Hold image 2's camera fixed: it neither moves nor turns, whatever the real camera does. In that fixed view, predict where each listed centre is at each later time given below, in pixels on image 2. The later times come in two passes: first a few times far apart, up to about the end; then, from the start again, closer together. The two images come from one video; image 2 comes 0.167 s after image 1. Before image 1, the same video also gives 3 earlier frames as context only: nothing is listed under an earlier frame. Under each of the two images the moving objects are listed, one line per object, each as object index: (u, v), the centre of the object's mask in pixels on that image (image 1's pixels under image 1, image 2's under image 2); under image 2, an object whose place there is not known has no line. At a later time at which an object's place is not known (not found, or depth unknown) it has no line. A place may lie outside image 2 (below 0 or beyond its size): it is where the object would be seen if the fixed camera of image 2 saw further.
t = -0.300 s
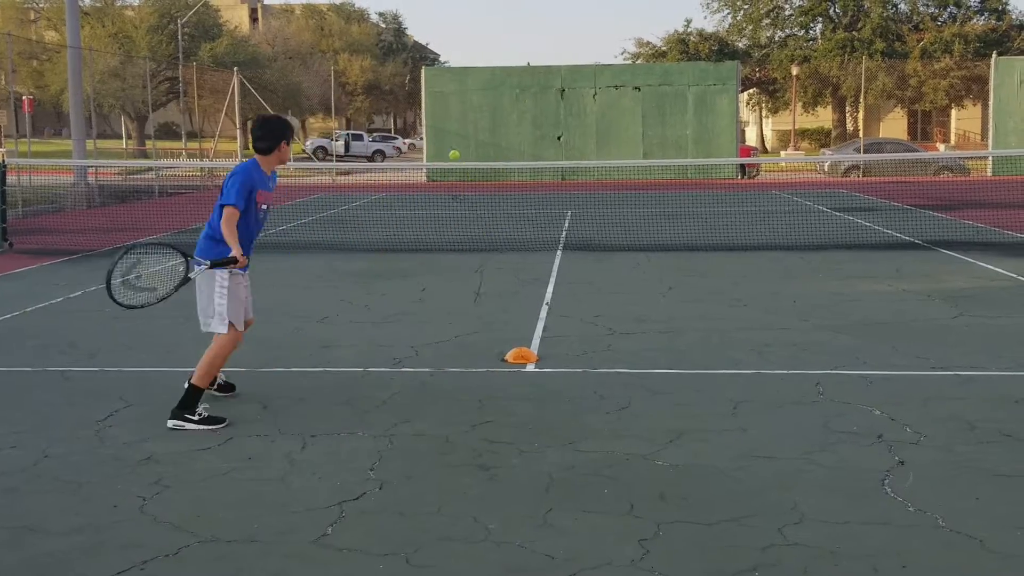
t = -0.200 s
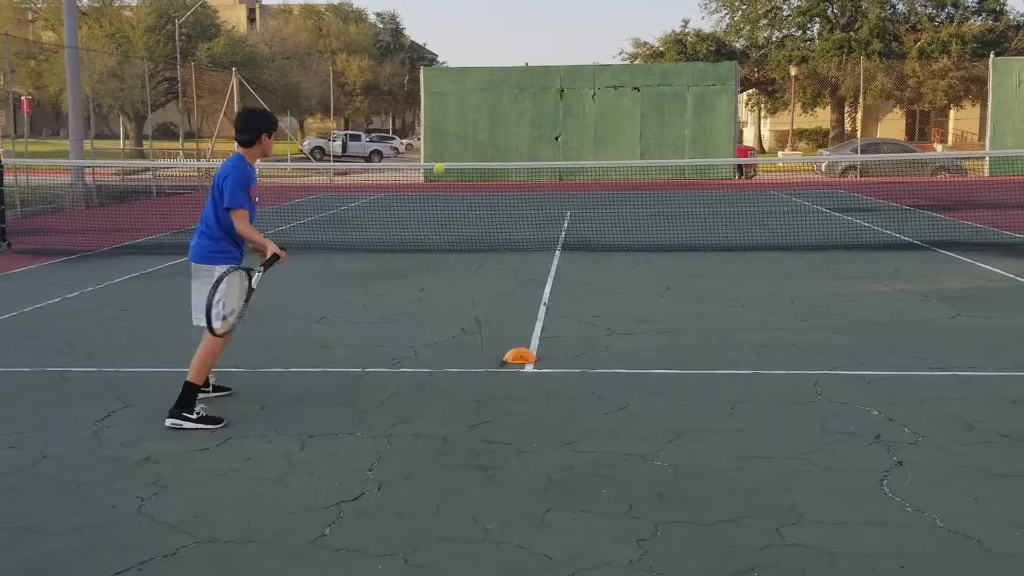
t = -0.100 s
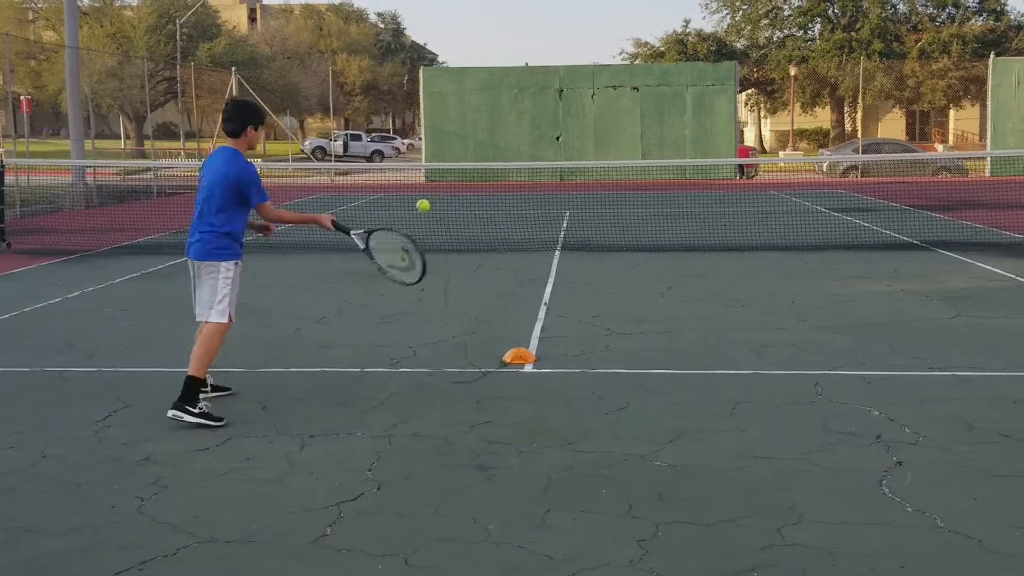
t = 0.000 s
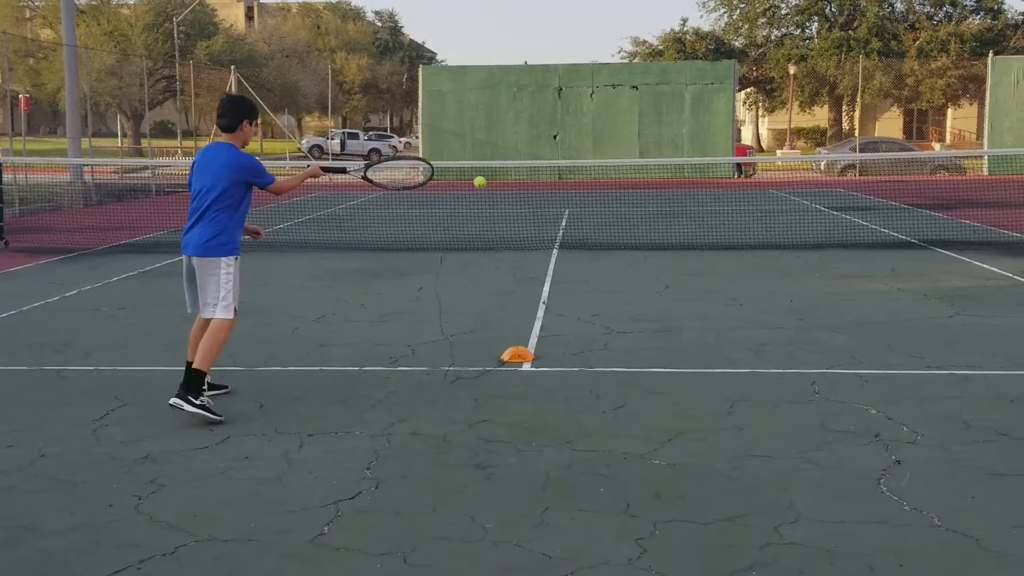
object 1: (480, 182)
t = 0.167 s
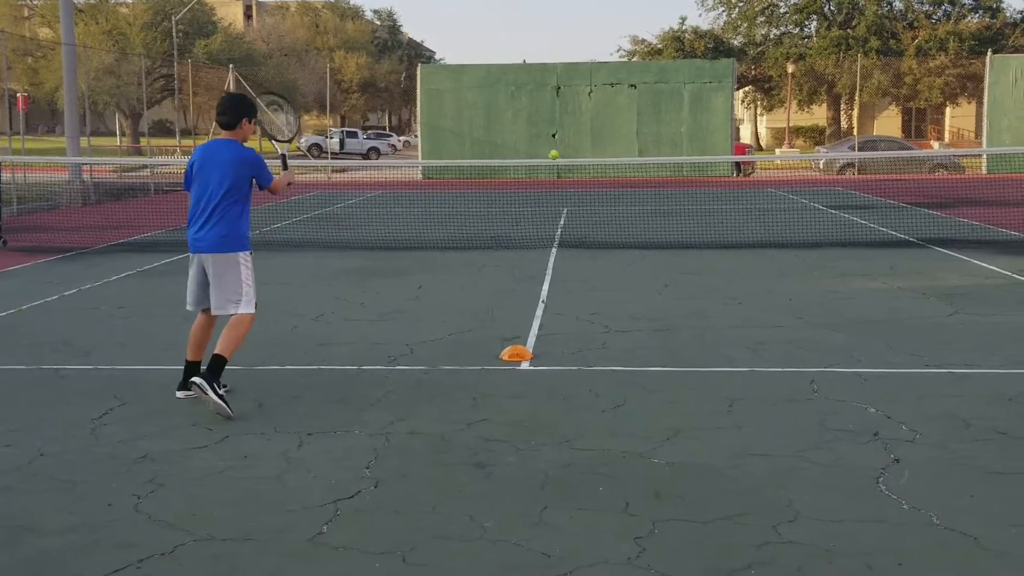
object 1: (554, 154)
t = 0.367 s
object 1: (612, 184)
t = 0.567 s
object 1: (650, 254)
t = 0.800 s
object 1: (663, 222)
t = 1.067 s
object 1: (654, 233)
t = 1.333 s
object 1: (643, 273)
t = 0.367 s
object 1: (612, 184)
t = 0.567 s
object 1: (650, 254)
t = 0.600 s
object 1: (653, 270)
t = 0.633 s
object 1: (656, 264)
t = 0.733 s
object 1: (661, 234)
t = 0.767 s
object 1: (663, 227)
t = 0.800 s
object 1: (663, 222)
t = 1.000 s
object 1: (656, 222)
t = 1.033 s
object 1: (655, 227)
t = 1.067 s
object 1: (654, 233)
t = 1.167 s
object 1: (649, 260)
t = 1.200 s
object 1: (647, 272)
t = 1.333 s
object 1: (643, 273)
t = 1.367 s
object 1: (642, 267)
